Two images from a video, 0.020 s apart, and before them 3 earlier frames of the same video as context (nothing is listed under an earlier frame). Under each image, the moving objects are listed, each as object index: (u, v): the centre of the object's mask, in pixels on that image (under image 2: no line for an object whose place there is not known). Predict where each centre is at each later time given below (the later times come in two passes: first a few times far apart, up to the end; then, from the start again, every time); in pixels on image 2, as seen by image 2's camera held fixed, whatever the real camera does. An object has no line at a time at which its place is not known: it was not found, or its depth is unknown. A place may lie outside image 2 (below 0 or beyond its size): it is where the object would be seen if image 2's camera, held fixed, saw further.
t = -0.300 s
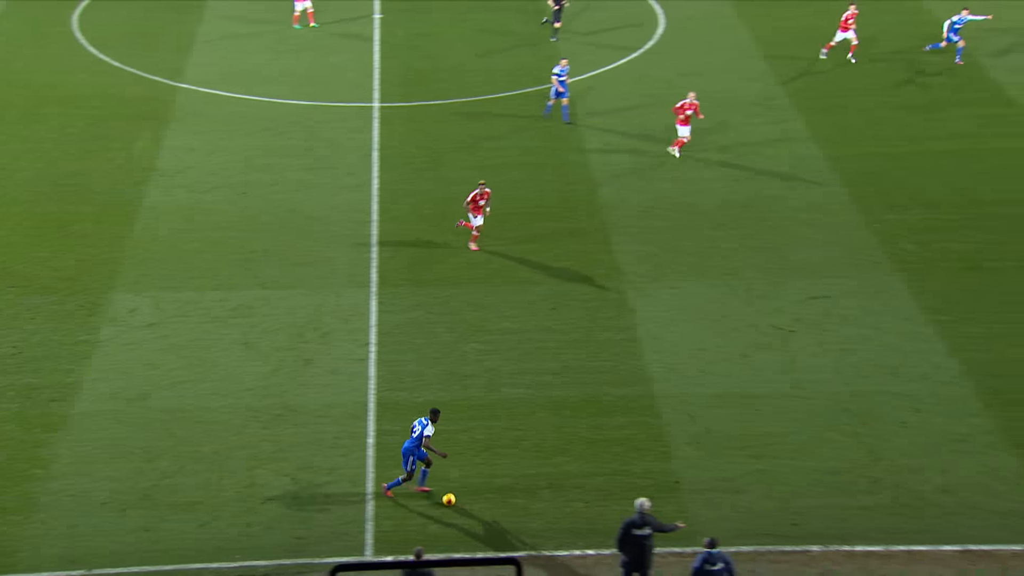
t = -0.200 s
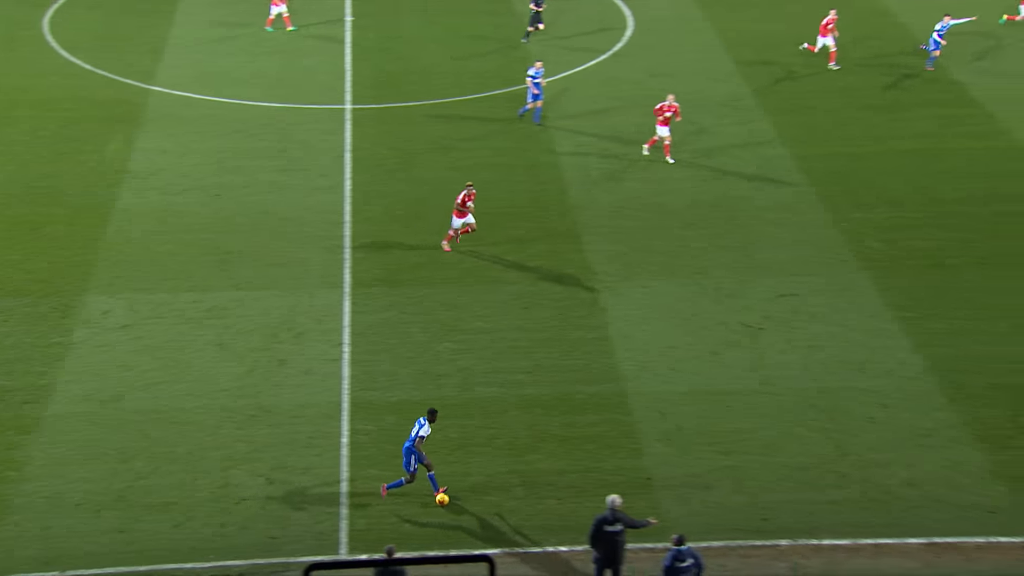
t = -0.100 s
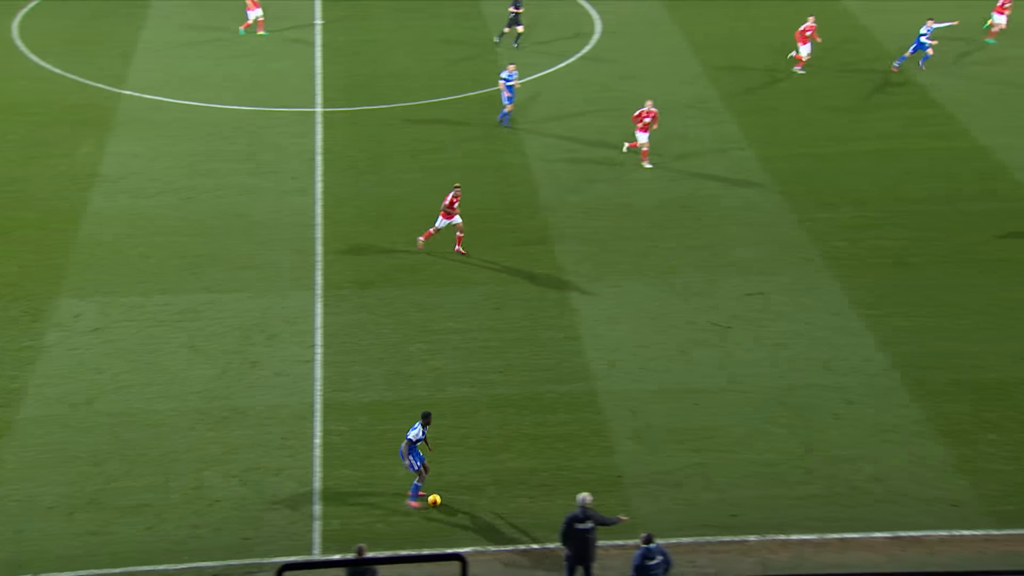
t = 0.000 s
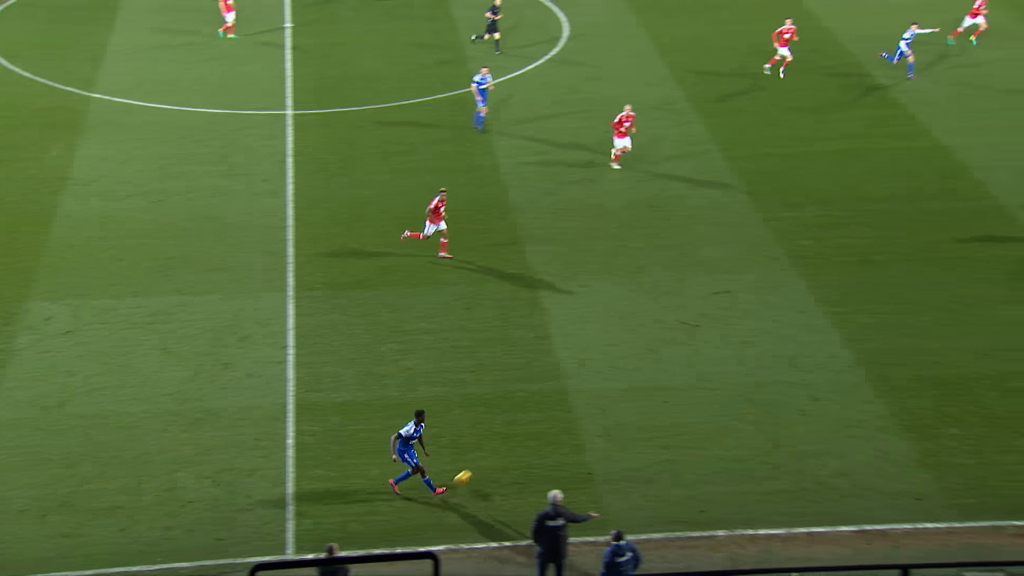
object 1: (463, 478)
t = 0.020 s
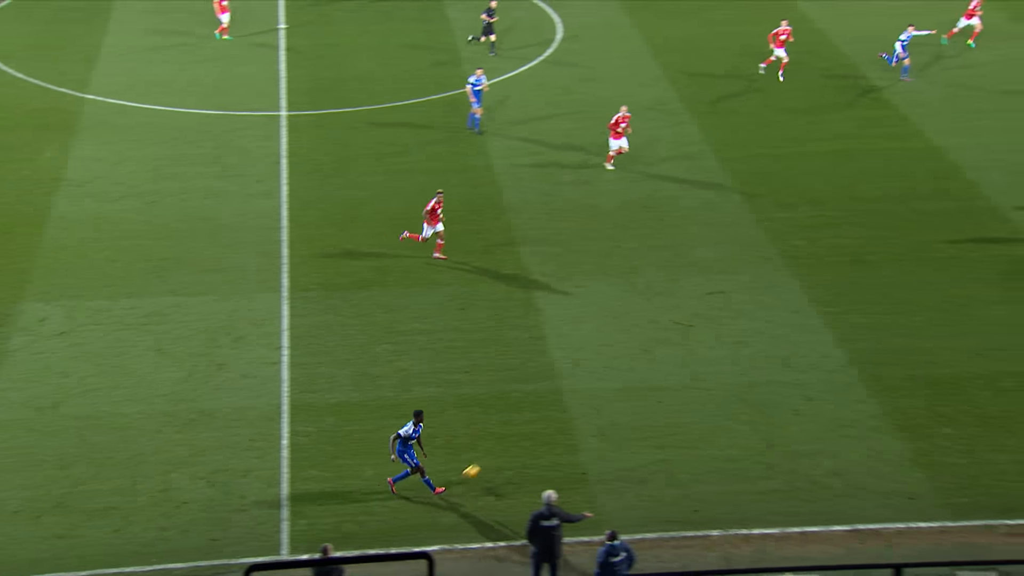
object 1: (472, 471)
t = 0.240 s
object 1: (609, 427)
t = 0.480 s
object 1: (728, 384)
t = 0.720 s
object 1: (823, 351)
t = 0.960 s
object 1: (899, 324)
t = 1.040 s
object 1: (922, 317)
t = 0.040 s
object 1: (485, 466)
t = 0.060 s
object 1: (498, 461)
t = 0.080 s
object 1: (512, 456)
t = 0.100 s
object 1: (525, 451)
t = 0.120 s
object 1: (537, 447)
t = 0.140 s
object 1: (550, 443)
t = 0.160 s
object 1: (562, 439)
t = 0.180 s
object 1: (574, 436)
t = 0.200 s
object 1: (586, 432)
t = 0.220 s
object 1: (598, 430)
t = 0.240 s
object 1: (609, 427)
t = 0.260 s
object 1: (621, 425)
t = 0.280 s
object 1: (632, 421)
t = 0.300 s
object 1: (642, 417)
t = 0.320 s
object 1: (652, 412)
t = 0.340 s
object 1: (662, 408)
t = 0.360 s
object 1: (672, 403)
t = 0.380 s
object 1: (681, 399)
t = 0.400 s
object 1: (691, 396)
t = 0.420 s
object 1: (701, 393)
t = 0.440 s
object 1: (710, 390)
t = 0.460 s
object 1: (719, 386)
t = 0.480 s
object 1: (728, 384)
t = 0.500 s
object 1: (737, 382)
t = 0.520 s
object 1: (746, 380)
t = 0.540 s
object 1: (754, 378)
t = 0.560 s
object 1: (762, 374)
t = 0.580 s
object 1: (770, 370)
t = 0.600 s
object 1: (778, 367)
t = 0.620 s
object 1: (785, 364)
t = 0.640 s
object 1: (793, 361)
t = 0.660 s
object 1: (801, 358)
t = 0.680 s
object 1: (808, 355)
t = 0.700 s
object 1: (815, 353)
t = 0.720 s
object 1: (823, 351)
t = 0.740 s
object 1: (830, 349)
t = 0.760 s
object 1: (837, 348)
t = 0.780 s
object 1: (844, 345)
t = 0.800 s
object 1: (850, 342)
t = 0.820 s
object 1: (856, 339)
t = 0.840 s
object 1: (863, 336)
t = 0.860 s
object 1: (869, 334)
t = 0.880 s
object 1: (875, 331)
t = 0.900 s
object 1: (881, 329)
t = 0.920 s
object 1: (887, 327)
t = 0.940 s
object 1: (893, 326)
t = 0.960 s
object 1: (899, 324)
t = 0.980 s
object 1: (905, 323)
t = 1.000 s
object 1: (910, 322)
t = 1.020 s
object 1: (916, 320)
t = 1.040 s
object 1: (922, 317)
